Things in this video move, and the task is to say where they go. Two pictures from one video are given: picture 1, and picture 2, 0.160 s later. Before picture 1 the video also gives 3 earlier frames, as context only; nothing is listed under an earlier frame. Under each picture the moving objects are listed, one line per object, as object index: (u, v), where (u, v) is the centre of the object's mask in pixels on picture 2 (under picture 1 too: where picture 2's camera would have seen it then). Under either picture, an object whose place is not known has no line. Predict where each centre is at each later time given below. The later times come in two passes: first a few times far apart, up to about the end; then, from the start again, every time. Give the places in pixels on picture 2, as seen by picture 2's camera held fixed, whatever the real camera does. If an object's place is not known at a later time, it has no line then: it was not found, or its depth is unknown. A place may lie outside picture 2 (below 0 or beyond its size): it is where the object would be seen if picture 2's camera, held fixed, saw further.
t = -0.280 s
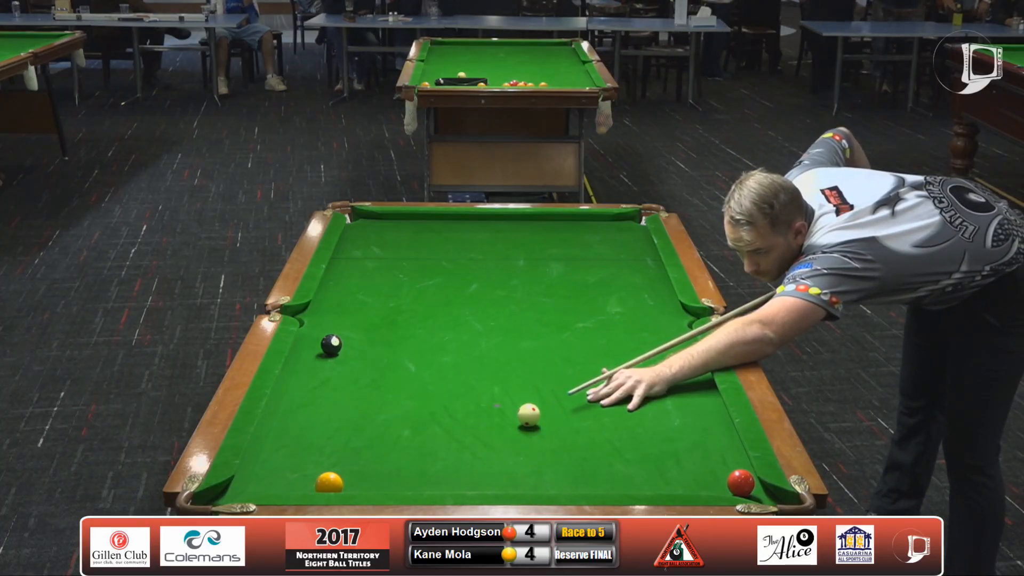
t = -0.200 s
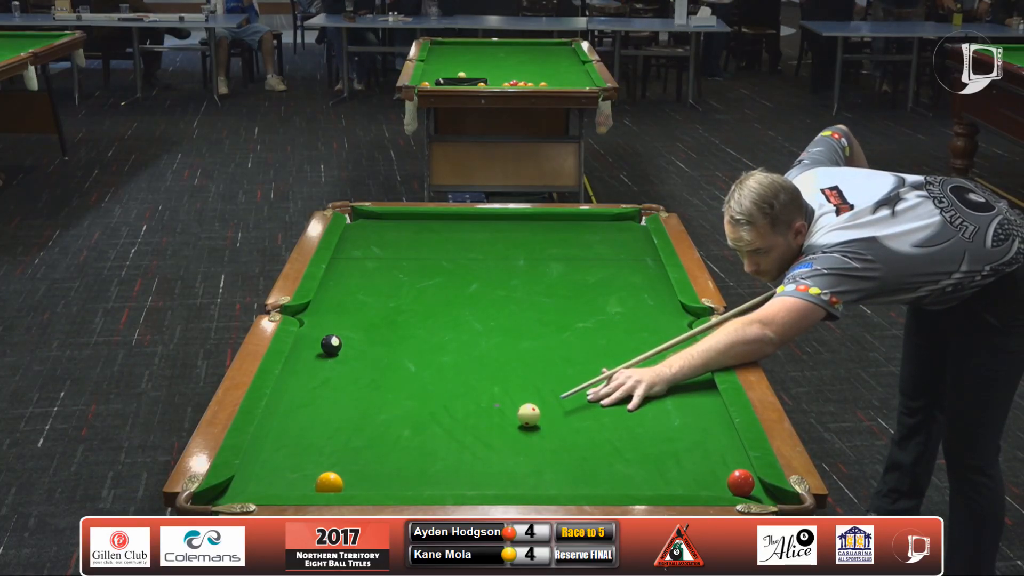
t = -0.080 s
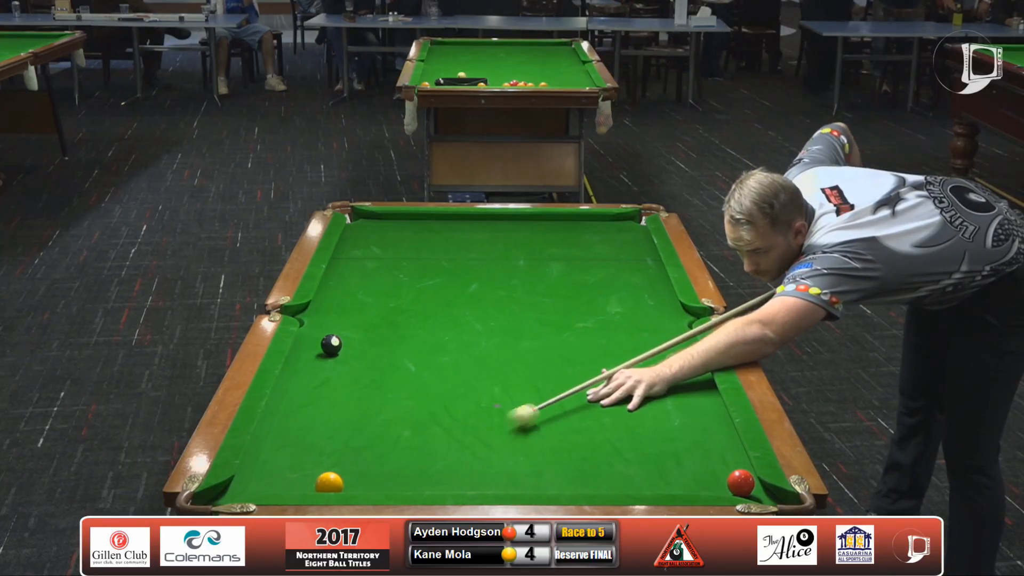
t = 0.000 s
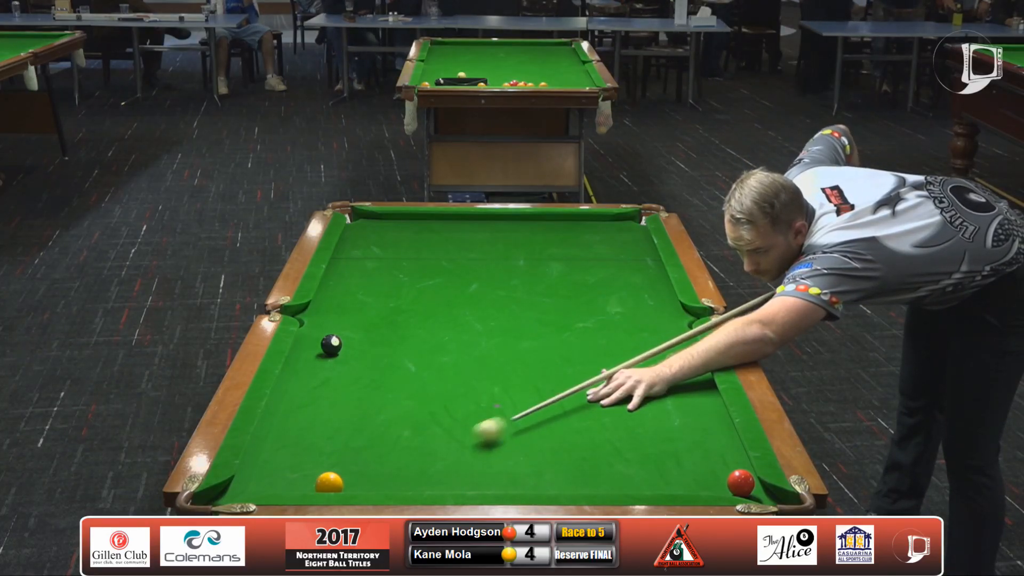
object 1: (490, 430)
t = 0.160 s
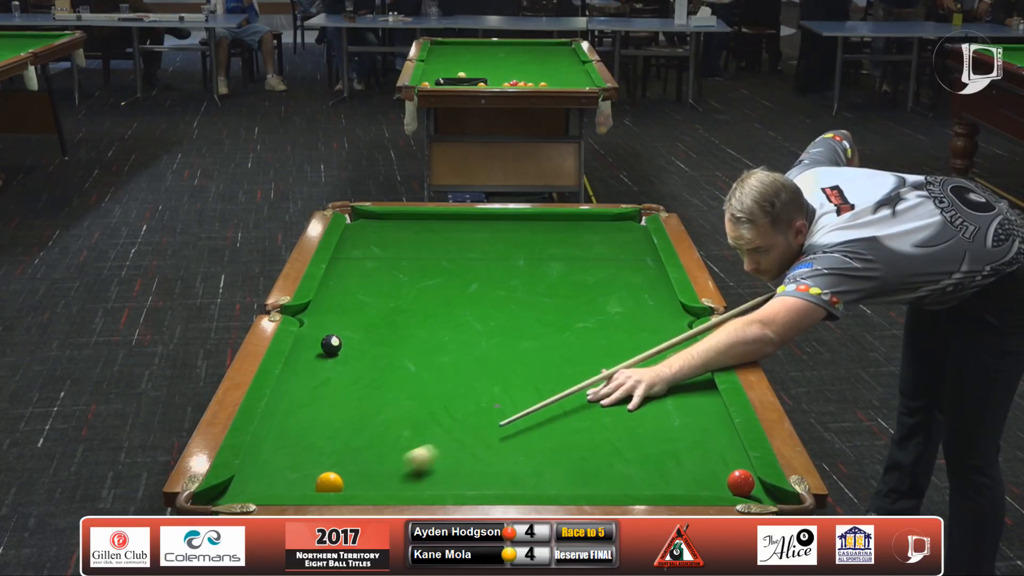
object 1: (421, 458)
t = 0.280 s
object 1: (366, 480)
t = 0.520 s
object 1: (355, 474)
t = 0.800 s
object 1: (351, 451)
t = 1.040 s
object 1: (348, 434)
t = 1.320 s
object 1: (345, 418)
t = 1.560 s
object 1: (342, 405)
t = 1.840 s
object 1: (339, 394)
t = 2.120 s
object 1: (336, 384)
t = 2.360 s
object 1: (334, 377)
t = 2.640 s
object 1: (331, 369)
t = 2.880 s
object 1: (330, 365)
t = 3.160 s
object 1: (328, 361)
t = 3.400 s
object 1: (327, 358)
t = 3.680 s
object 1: (327, 357)
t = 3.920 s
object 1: (327, 356)
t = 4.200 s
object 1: (327, 356)
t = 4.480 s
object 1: (327, 356)
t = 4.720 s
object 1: (327, 356)
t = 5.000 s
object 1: (327, 356)
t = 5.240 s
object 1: (327, 357)
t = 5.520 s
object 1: (326, 357)
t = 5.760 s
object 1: (326, 357)
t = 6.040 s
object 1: (326, 357)
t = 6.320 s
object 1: (326, 357)
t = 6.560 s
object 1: (326, 357)
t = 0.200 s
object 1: (402, 466)
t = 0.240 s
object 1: (384, 473)
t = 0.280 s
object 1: (366, 480)
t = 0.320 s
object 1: (356, 484)
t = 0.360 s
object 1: (357, 486)
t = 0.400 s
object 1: (357, 483)
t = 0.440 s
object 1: (357, 481)
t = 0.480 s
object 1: (356, 479)
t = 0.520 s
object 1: (355, 474)
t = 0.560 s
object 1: (355, 471)
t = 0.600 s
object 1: (354, 468)
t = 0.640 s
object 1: (354, 464)
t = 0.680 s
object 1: (353, 461)
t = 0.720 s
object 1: (353, 458)
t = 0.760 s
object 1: (352, 455)
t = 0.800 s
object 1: (351, 451)
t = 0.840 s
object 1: (351, 448)
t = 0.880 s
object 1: (351, 445)
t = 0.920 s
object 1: (350, 443)
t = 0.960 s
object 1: (349, 440)
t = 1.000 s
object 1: (349, 437)
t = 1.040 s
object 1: (348, 434)
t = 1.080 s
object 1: (348, 432)
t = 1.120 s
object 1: (347, 429)
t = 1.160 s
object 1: (347, 427)
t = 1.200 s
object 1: (346, 425)
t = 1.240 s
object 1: (346, 422)
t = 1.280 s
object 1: (345, 420)
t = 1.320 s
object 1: (345, 418)
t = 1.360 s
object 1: (344, 415)
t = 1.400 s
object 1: (344, 413)
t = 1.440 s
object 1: (344, 411)
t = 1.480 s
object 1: (343, 409)
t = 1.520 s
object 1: (342, 407)
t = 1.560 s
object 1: (342, 405)
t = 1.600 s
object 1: (342, 404)
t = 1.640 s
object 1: (341, 402)
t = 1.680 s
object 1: (341, 400)
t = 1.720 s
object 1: (340, 398)
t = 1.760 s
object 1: (340, 397)
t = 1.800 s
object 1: (339, 395)
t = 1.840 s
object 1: (339, 394)
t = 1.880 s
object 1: (338, 392)
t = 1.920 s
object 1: (338, 390)
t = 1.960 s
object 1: (338, 389)
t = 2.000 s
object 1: (337, 388)
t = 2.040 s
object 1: (337, 386)
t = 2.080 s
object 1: (336, 385)
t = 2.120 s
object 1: (336, 384)
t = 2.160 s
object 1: (335, 382)
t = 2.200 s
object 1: (335, 381)
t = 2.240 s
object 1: (335, 380)
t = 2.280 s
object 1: (334, 378)
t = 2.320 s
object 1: (334, 378)
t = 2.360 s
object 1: (334, 377)
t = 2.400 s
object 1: (333, 376)
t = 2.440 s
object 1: (333, 374)
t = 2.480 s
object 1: (333, 373)
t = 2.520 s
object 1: (333, 372)
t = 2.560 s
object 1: (332, 371)
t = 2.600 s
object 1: (332, 370)
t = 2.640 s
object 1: (331, 369)
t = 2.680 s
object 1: (331, 369)
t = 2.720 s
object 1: (331, 368)
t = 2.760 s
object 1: (331, 367)
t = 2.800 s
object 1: (331, 366)
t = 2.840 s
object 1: (330, 366)
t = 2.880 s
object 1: (330, 365)
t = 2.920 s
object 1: (330, 364)
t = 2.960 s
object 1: (330, 364)
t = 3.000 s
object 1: (329, 363)
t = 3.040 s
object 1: (329, 362)
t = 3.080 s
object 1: (329, 362)
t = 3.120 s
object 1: (329, 361)
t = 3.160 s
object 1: (328, 361)
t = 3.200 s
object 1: (328, 360)
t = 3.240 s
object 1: (328, 360)
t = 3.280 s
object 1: (328, 359)
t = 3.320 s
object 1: (328, 359)
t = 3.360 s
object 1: (327, 359)
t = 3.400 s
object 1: (327, 358)
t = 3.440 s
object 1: (327, 358)
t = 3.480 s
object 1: (327, 358)
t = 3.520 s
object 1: (327, 358)
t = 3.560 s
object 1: (327, 357)
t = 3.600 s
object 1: (327, 357)
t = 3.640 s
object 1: (327, 357)
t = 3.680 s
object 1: (327, 357)
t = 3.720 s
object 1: (327, 357)
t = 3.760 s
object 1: (327, 356)
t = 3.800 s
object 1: (326, 357)
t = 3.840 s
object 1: (327, 356)
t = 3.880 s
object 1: (326, 356)
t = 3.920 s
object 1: (327, 356)
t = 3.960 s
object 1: (326, 356)
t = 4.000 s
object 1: (327, 356)
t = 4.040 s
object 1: (327, 356)
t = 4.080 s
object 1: (327, 356)
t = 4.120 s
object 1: (327, 356)
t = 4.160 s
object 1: (327, 356)
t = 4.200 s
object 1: (327, 356)
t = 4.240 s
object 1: (327, 356)
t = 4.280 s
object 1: (327, 357)
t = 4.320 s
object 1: (327, 356)
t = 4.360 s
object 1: (327, 356)
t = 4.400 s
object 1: (327, 357)
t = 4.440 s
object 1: (327, 356)
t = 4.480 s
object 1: (327, 356)
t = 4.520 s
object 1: (327, 357)
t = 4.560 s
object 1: (327, 356)
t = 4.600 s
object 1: (327, 356)
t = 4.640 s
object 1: (327, 356)
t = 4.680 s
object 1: (326, 357)
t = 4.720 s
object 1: (327, 356)
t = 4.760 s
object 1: (327, 356)
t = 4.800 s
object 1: (327, 356)
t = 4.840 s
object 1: (327, 356)
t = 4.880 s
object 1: (327, 357)
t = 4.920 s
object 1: (327, 356)
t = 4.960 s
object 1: (326, 357)
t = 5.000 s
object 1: (327, 356)
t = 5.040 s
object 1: (327, 357)
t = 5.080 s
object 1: (326, 357)
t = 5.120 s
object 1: (326, 357)
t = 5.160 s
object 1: (327, 356)
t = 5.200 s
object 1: (327, 356)
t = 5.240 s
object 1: (327, 357)
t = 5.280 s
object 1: (327, 357)
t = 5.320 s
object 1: (327, 357)
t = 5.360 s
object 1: (326, 357)
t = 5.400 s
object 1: (327, 357)
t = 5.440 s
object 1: (327, 357)
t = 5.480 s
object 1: (327, 357)
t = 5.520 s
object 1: (326, 357)
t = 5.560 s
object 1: (326, 357)
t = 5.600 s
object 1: (326, 357)
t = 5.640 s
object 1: (326, 357)
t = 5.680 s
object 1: (326, 357)
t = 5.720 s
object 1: (326, 357)
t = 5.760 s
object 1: (326, 357)
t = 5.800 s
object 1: (326, 357)
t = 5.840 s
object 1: (326, 357)
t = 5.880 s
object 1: (326, 357)
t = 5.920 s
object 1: (326, 357)
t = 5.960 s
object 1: (326, 357)
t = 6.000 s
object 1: (326, 357)
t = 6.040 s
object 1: (326, 357)
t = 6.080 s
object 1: (326, 357)
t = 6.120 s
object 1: (326, 357)
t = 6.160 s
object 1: (326, 357)
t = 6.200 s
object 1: (326, 357)
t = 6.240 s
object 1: (326, 357)
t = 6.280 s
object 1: (326, 357)
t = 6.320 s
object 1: (326, 357)
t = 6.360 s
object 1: (326, 357)
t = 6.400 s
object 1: (326, 357)
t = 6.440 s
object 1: (326, 357)
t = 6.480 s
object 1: (326, 357)
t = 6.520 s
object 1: (326, 357)
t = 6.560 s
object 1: (326, 357)
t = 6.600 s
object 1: (326, 357)
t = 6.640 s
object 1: (326, 357)
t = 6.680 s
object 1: (326, 357)
